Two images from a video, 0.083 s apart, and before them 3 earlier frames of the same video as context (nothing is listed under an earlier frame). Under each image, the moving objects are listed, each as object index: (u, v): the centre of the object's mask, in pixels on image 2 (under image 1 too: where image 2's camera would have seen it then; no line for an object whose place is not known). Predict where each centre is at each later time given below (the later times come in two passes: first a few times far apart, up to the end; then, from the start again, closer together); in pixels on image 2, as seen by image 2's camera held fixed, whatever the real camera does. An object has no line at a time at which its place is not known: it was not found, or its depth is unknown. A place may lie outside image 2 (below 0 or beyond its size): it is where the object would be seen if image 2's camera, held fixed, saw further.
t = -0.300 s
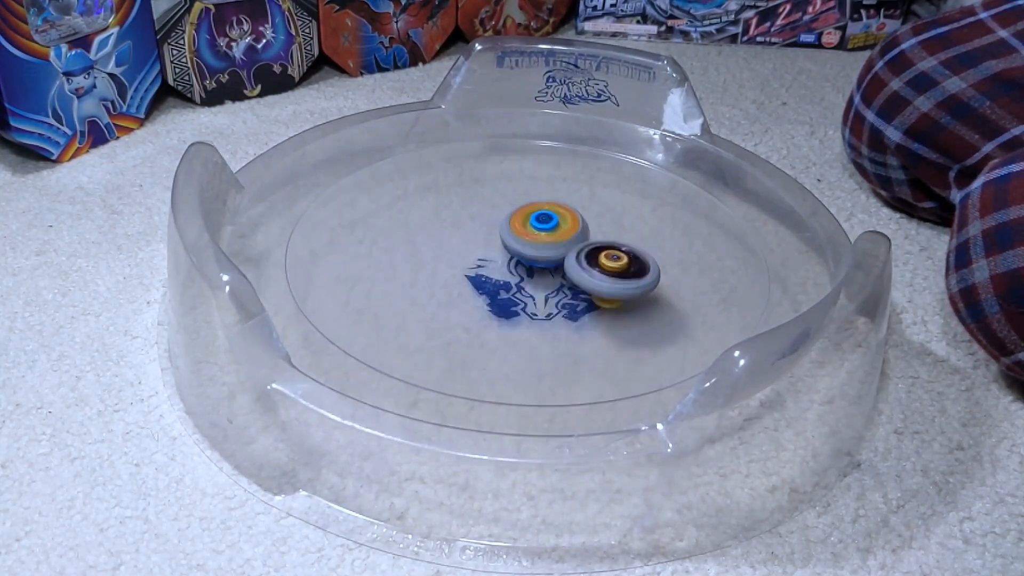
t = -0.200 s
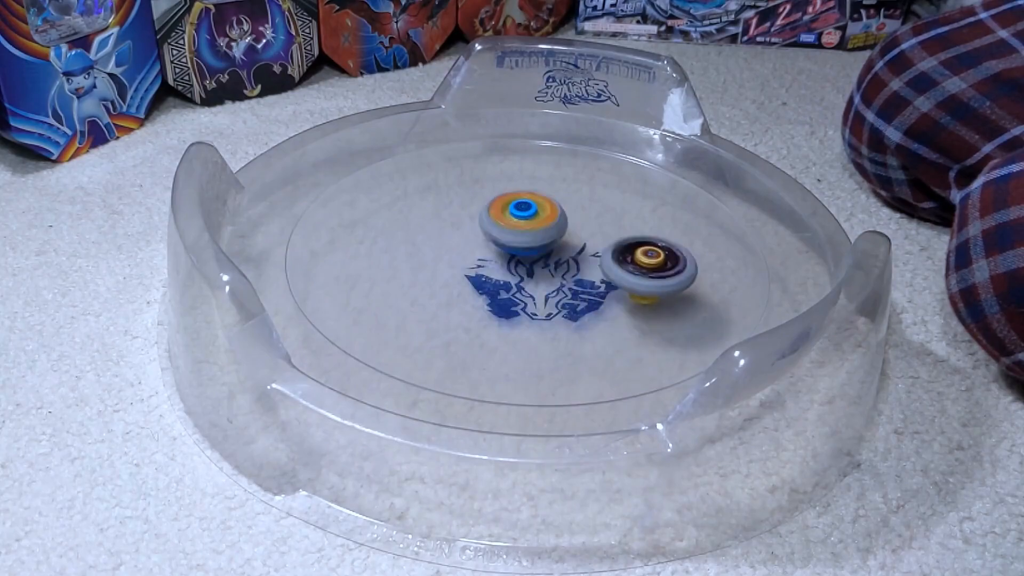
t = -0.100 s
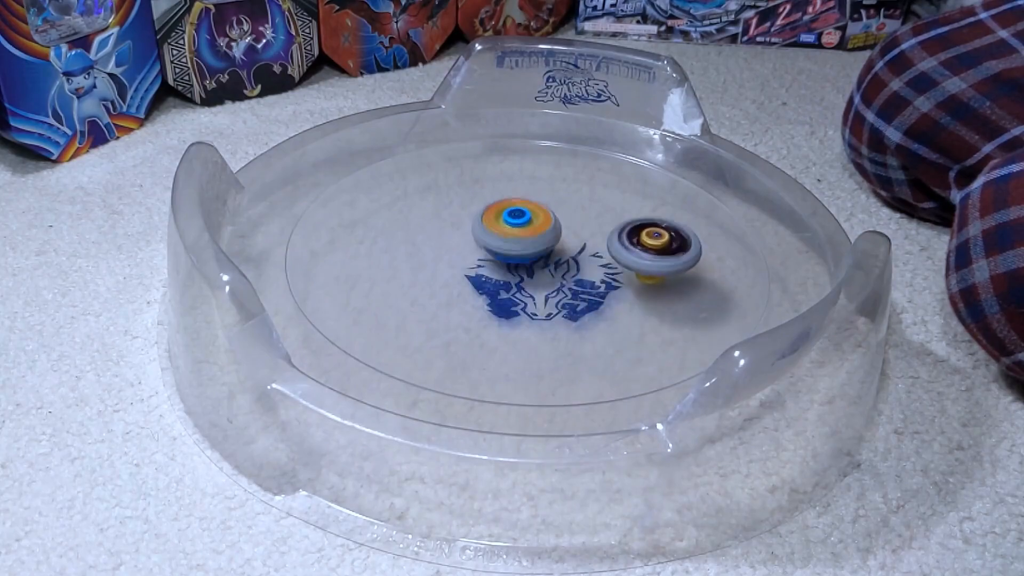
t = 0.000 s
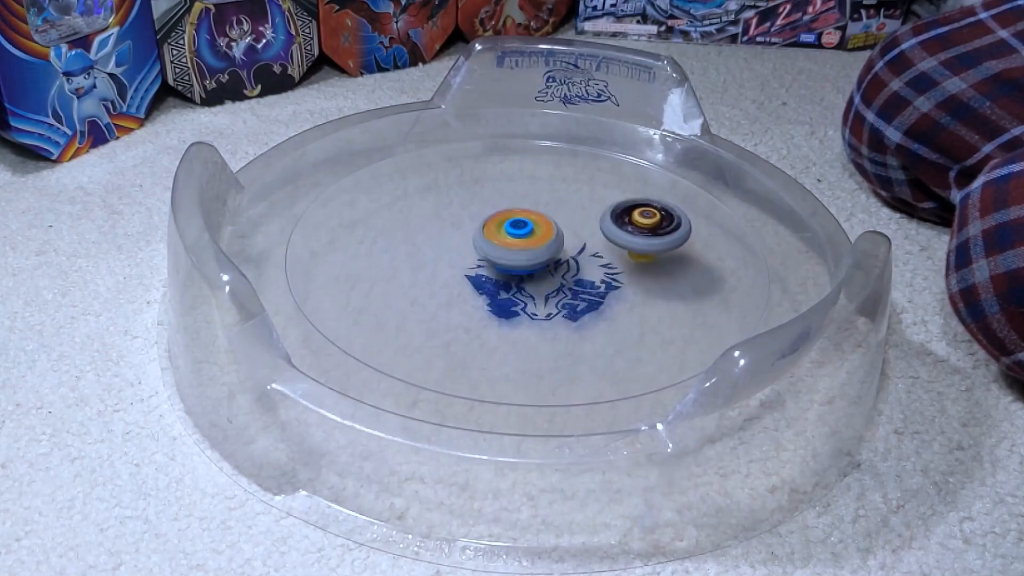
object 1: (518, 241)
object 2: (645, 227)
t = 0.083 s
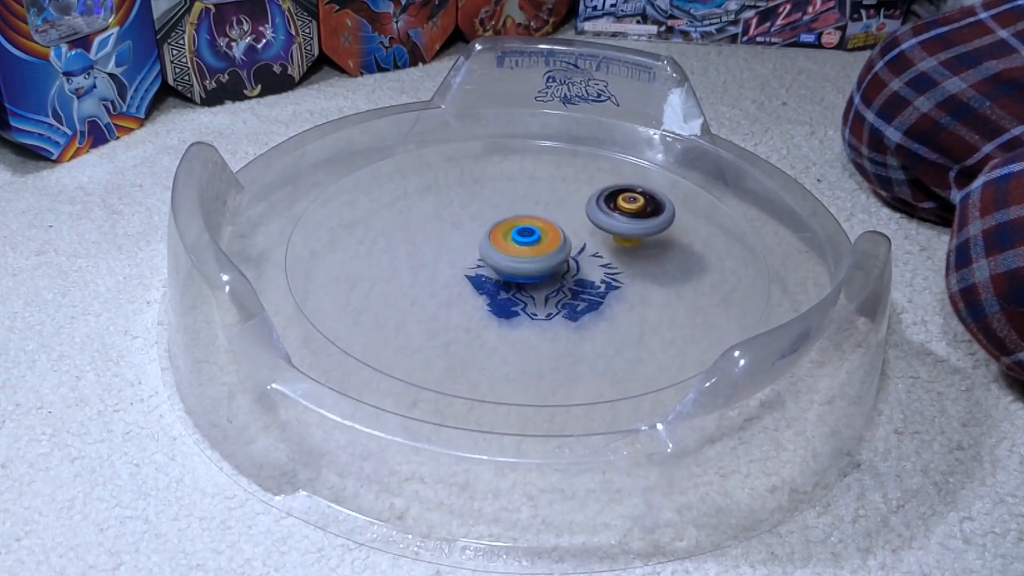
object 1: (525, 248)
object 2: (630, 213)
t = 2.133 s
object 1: (515, 262)
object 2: (601, 234)
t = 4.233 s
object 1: (549, 264)
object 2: (648, 246)
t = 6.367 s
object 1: (519, 191)
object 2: (624, 326)
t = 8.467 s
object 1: (518, 246)
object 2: (486, 297)
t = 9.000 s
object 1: (500, 136)
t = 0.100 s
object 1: (527, 250)
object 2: (626, 210)
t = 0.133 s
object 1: (530, 253)
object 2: (618, 205)
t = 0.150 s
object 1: (532, 254)
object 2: (614, 203)
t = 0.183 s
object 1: (536, 256)
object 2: (604, 198)
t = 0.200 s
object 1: (538, 257)
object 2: (599, 197)
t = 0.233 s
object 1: (541, 259)
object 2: (589, 194)
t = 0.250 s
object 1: (543, 259)
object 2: (583, 193)
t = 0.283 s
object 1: (545, 260)
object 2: (573, 191)
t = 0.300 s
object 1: (546, 260)
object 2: (567, 190)
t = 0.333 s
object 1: (549, 261)
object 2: (556, 189)
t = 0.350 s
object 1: (551, 262)
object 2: (551, 189)
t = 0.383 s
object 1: (554, 262)
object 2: (539, 189)
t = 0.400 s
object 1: (555, 263)
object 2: (534, 190)
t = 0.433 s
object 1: (557, 263)
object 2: (523, 191)
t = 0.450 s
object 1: (558, 262)
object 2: (518, 192)
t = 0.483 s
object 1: (559, 262)
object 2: (507, 194)
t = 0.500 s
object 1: (559, 262)
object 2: (502, 196)
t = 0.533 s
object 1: (560, 262)
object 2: (493, 200)
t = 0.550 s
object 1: (560, 262)
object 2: (489, 202)
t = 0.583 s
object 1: (561, 262)
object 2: (481, 207)
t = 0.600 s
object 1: (561, 263)
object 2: (477, 210)
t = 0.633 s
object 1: (561, 263)
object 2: (471, 215)
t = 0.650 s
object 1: (561, 263)
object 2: (469, 218)
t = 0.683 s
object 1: (561, 263)
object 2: (464, 224)
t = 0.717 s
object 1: (561, 263)
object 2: (461, 230)
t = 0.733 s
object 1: (560, 263)
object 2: (460, 233)
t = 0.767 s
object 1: (560, 264)
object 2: (460, 239)
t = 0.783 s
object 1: (559, 264)
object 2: (459, 242)
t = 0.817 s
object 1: (558, 264)
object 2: (461, 249)
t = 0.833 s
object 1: (558, 265)
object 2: (462, 252)
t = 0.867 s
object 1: (571, 266)
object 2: (445, 254)
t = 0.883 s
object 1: (581, 266)
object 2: (432, 254)
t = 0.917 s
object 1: (593, 265)
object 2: (412, 255)
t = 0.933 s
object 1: (598, 265)
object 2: (406, 256)
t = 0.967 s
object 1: (602, 263)
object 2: (399, 260)
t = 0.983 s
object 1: (602, 262)
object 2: (397, 263)
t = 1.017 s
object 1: (602, 260)
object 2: (397, 270)
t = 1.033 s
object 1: (601, 259)
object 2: (397, 273)
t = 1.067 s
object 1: (599, 256)
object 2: (399, 279)
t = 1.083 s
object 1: (597, 255)
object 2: (401, 283)
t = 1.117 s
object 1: (593, 254)
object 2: (406, 289)
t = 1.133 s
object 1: (591, 253)
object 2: (409, 292)
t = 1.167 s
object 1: (586, 251)
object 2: (416, 297)
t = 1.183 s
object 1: (583, 250)
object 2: (420, 300)
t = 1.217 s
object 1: (578, 250)
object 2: (429, 305)
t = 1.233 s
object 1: (575, 250)
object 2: (434, 308)
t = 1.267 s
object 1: (568, 250)
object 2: (445, 312)
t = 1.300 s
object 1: (560, 250)
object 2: (458, 315)
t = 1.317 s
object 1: (557, 251)
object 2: (464, 317)
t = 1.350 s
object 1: (550, 252)
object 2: (477, 319)
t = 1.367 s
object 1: (548, 253)
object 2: (484, 319)
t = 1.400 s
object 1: (544, 255)
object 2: (497, 319)
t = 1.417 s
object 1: (542, 256)
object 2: (504, 319)
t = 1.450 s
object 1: (538, 257)
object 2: (516, 318)
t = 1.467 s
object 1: (536, 257)
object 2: (523, 317)
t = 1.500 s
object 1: (534, 257)
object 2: (534, 315)
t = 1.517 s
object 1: (533, 258)
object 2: (540, 314)
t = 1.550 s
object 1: (530, 258)
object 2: (550, 311)
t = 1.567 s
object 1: (528, 259)
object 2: (555, 310)
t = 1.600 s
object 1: (525, 258)
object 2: (568, 313)
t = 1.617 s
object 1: (524, 257)
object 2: (574, 314)
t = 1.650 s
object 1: (523, 257)
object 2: (586, 313)
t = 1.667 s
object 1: (522, 257)
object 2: (591, 311)
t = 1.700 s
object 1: (518, 256)
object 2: (602, 307)
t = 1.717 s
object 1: (517, 256)
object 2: (606, 304)
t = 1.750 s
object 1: (516, 257)
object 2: (613, 300)
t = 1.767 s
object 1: (515, 257)
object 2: (616, 297)
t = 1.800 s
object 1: (514, 258)
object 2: (621, 292)
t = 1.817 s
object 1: (514, 259)
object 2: (623, 289)
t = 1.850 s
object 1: (514, 260)
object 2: (625, 283)
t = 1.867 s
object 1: (514, 260)
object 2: (626, 279)
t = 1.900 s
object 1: (514, 261)
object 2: (627, 273)
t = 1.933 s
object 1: (514, 262)
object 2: (627, 267)
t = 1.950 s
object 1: (513, 262)
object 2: (626, 264)
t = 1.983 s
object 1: (513, 262)
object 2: (624, 259)
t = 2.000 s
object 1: (513, 262)
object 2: (622, 256)
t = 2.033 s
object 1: (514, 262)
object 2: (617, 250)
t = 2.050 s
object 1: (514, 262)
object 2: (615, 248)
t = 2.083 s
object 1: (514, 262)
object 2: (610, 242)
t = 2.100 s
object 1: (514, 262)
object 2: (607, 240)
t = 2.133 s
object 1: (515, 262)
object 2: (601, 234)
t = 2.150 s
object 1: (515, 262)
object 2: (597, 232)
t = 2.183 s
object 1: (516, 261)
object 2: (590, 228)
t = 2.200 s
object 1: (517, 261)
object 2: (586, 225)
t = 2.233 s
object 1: (518, 261)
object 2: (577, 221)
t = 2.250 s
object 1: (518, 260)
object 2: (573, 219)
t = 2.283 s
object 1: (518, 260)
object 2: (565, 216)
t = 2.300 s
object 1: (511, 264)
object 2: (569, 206)
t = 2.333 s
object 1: (501, 271)
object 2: (576, 189)
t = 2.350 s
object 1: (497, 273)
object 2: (577, 182)
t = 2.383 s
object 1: (495, 276)
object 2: (574, 171)
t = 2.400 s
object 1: (494, 277)
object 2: (570, 167)
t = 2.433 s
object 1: (496, 278)
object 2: (559, 161)
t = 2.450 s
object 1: (497, 278)
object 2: (553, 158)
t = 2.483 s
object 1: (500, 279)
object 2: (543, 156)
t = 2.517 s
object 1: (504, 279)
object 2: (531, 154)
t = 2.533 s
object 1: (506, 279)
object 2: (525, 153)
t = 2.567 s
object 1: (510, 278)
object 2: (511, 153)
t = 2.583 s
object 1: (512, 277)
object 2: (505, 154)
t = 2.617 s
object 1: (515, 276)
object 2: (492, 155)
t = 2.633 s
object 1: (516, 276)
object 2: (486, 156)
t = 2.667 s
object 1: (520, 274)
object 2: (475, 159)
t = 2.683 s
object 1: (522, 273)
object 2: (470, 162)
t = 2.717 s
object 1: (524, 271)
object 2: (462, 167)
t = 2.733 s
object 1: (525, 270)
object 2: (460, 170)
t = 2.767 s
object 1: (528, 268)
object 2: (455, 175)
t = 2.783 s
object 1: (529, 266)
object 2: (453, 177)
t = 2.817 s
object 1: (530, 264)
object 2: (450, 182)
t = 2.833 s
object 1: (530, 262)
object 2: (449, 185)
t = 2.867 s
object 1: (531, 260)
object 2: (447, 191)
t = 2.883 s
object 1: (531, 259)
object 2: (447, 194)
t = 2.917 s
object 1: (531, 256)
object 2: (446, 201)
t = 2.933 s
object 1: (530, 255)
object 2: (447, 203)
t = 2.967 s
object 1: (527, 253)
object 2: (448, 210)
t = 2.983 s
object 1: (526, 252)
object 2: (449, 214)
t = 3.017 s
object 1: (541, 257)
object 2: (432, 209)
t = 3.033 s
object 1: (547, 259)
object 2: (424, 206)
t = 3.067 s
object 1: (560, 262)
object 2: (413, 204)
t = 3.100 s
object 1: (567, 263)
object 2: (408, 208)
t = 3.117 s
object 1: (570, 262)
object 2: (407, 211)
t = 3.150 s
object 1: (573, 262)
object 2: (406, 217)
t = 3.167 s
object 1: (574, 260)
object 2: (407, 221)
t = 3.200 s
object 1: (574, 258)
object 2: (409, 228)
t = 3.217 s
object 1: (574, 257)
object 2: (411, 231)
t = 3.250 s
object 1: (574, 254)
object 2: (416, 238)
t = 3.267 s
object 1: (573, 252)
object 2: (419, 242)
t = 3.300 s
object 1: (572, 250)
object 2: (426, 248)
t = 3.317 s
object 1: (571, 249)
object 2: (430, 251)
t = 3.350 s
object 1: (569, 247)
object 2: (439, 257)
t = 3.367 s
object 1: (567, 246)
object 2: (444, 260)
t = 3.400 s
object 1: (566, 245)
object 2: (454, 265)
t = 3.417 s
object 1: (565, 244)
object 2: (459, 268)
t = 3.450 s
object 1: (563, 243)
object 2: (470, 272)
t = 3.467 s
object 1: (561, 243)
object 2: (476, 275)
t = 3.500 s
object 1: (560, 242)
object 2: (488, 278)
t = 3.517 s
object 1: (560, 241)
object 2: (494, 279)
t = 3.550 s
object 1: (559, 239)
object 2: (507, 281)
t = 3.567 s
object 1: (559, 238)
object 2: (510, 283)
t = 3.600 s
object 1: (557, 236)
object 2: (518, 288)
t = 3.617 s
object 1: (556, 236)
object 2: (522, 290)
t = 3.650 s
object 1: (554, 236)
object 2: (531, 292)
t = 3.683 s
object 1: (551, 235)
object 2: (542, 294)
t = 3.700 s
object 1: (550, 236)
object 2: (548, 295)
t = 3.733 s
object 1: (548, 237)
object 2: (561, 295)
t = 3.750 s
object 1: (547, 238)
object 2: (567, 295)
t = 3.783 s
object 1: (545, 240)
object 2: (578, 295)
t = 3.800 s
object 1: (544, 242)
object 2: (584, 294)
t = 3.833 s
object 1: (543, 245)
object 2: (595, 292)
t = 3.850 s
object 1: (543, 247)
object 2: (600, 291)
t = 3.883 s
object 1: (542, 250)
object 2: (610, 289)
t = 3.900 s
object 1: (542, 251)
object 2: (615, 288)
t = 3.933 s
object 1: (543, 253)
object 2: (624, 285)
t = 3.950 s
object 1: (544, 255)
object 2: (628, 283)
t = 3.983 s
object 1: (544, 257)
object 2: (635, 279)
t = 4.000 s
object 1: (545, 257)
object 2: (638, 277)
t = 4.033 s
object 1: (545, 259)
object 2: (644, 273)
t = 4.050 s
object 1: (546, 259)
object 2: (646, 271)
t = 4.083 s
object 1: (547, 261)
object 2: (649, 266)
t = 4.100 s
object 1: (547, 262)
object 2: (651, 264)
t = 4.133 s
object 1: (548, 262)
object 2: (652, 259)
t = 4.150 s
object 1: (548, 263)
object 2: (652, 257)
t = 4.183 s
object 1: (549, 264)
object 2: (651, 252)
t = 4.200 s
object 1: (549, 264)
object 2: (650, 250)
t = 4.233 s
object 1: (549, 264)
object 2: (648, 246)
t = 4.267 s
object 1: (550, 265)
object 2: (644, 242)
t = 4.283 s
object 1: (550, 265)
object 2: (642, 240)
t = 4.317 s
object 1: (550, 265)
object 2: (637, 236)
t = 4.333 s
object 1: (550, 266)
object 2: (634, 235)
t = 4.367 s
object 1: (550, 266)
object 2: (627, 231)
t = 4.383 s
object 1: (550, 266)
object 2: (623, 230)
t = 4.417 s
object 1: (550, 266)
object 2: (616, 228)
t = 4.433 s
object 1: (547, 267)
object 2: (615, 225)
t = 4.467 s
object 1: (536, 272)
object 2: (624, 212)
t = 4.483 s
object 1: (532, 274)
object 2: (626, 208)
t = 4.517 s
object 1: (528, 277)
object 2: (624, 201)
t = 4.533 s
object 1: (526, 278)
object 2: (621, 198)
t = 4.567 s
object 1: (525, 280)
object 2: (613, 194)
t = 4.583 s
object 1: (524, 281)
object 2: (609, 193)
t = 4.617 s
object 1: (524, 281)
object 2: (600, 190)
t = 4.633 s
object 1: (525, 282)
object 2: (596, 189)
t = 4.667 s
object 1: (526, 282)
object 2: (586, 187)
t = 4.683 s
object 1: (527, 283)
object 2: (581, 186)
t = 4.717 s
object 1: (529, 282)
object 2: (572, 186)
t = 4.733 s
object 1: (530, 282)
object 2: (567, 185)
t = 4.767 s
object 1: (531, 282)
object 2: (557, 186)
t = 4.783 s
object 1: (532, 282)
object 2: (552, 186)
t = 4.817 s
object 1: (532, 282)
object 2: (542, 188)
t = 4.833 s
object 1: (533, 281)
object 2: (538, 188)
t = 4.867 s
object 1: (533, 281)
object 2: (528, 191)
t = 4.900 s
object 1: (533, 279)
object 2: (519, 194)
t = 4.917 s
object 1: (533, 278)
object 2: (515, 196)
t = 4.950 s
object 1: (533, 276)
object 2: (507, 200)
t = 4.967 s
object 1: (532, 276)
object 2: (504, 202)
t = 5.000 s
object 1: (531, 273)
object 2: (497, 207)
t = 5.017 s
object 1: (531, 273)
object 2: (494, 210)
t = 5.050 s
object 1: (530, 270)
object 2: (489, 215)
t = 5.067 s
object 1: (529, 270)
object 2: (486, 217)
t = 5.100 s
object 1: (530, 270)
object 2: (480, 220)
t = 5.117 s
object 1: (530, 271)
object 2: (476, 220)
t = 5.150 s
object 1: (531, 272)
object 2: (469, 222)
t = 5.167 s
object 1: (532, 271)
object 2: (467, 224)
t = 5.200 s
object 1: (532, 270)
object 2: (462, 228)
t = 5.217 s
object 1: (532, 270)
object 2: (460, 230)
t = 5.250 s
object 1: (534, 270)
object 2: (452, 230)
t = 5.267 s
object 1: (536, 270)
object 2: (448, 231)
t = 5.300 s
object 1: (539, 270)
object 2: (442, 233)
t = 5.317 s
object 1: (539, 270)
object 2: (440, 236)
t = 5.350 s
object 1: (540, 269)
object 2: (437, 240)
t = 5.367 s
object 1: (540, 267)
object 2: (436, 243)
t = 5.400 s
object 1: (540, 265)
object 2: (435, 248)
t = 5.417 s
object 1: (539, 263)
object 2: (436, 251)
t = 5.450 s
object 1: (538, 261)
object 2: (437, 255)
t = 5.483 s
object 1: (537, 258)
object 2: (440, 260)
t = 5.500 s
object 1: (536, 257)
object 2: (441, 263)
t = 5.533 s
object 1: (535, 255)
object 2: (446, 267)
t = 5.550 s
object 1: (535, 254)
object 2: (447, 269)
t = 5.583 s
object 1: (545, 249)
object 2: (434, 275)
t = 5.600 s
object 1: (548, 247)
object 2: (433, 278)
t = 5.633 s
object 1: (552, 243)
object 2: (434, 283)
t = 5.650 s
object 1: (554, 242)
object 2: (436, 286)
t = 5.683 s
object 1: (554, 239)
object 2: (441, 290)
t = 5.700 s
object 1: (554, 238)
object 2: (445, 292)
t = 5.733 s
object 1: (553, 236)
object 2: (452, 295)
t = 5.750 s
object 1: (552, 236)
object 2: (455, 297)
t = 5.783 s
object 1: (549, 234)
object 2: (462, 300)
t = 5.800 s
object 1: (548, 234)
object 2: (467, 301)
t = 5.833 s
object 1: (546, 233)
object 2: (476, 302)
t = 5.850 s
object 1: (545, 233)
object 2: (480, 303)
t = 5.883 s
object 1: (544, 232)
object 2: (489, 304)
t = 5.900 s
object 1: (542, 232)
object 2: (494, 305)
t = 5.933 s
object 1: (541, 232)
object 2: (504, 305)
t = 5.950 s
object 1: (540, 232)
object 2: (509, 304)
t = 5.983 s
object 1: (539, 233)
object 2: (518, 303)
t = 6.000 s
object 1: (538, 233)
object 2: (523, 303)
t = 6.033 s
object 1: (537, 233)
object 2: (532, 301)
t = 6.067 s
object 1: (537, 233)
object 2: (539, 298)
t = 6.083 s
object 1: (536, 233)
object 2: (542, 297)
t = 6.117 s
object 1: (536, 233)
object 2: (549, 294)
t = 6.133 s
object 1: (535, 233)
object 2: (553, 292)
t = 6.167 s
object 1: (535, 234)
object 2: (558, 289)
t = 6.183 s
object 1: (535, 233)
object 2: (560, 287)
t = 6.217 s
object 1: (534, 222)
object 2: (572, 303)
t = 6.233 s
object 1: (533, 213)
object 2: (578, 311)
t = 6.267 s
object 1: (530, 201)
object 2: (590, 321)
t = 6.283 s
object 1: (528, 197)
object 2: (596, 325)
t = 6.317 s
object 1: (525, 193)
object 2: (606, 328)
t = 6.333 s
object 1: (523, 192)
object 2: (613, 328)
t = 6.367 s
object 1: (519, 191)
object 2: (624, 326)
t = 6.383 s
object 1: (517, 192)
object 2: (630, 324)
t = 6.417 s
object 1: (512, 193)
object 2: (642, 318)
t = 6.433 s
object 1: (510, 194)
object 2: (647, 316)
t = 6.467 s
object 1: (506, 195)
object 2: (657, 310)
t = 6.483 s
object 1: (505, 197)
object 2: (660, 307)
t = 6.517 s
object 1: (501, 200)
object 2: (666, 302)
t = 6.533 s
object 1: (501, 201)
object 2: (668, 299)
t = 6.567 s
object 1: (499, 205)
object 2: (671, 293)
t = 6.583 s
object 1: (498, 207)
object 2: (671, 290)
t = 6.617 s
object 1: (499, 213)
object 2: (671, 285)
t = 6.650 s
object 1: (500, 218)
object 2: (671, 280)
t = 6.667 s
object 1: (501, 221)
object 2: (670, 277)
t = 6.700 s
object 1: (503, 226)
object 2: (667, 272)
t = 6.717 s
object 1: (505, 229)
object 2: (665, 269)
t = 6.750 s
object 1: (509, 234)
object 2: (661, 264)
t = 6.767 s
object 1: (511, 236)
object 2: (659, 262)
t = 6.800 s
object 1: (516, 241)
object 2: (653, 257)
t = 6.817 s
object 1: (518, 243)
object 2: (650, 255)
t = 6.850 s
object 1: (524, 246)
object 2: (642, 251)
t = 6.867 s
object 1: (526, 248)
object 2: (638, 249)
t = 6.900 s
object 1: (532, 251)
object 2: (630, 245)
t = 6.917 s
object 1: (531, 252)
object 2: (630, 243)
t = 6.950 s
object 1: (510, 254)
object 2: (659, 235)
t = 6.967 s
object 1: (501, 255)
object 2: (669, 231)
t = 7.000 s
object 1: (489, 256)
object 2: (682, 223)
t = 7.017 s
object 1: (486, 257)
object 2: (684, 220)
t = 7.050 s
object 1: (483, 259)
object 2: (682, 212)
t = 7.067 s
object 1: (484, 261)
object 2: (680, 209)
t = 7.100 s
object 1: (485, 263)
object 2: (673, 204)
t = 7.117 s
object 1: (487, 265)
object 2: (669, 201)
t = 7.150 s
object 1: (490, 268)
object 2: (661, 197)
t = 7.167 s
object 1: (491, 269)
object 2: (657, 195)
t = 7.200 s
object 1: (495, 272)
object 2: (648, 191)
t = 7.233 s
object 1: (497, 273)
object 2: (639, 189)
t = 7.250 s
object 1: (498, 274)
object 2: (634, 188)
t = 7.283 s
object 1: (501, 276)
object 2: (624, 186)
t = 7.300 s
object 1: (502, 277)
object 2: (619, 185)
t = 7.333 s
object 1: (505, 278)
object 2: (608, 184)
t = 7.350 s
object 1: (506, 279)
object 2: (603, 183)
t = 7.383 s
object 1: (509, 279)
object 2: (592, 184)
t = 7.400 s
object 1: (510, 280)
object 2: (587, 184)
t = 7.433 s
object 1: (513, 281)
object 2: (576, 185)
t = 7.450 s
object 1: (515, 281)
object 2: (571, 185)
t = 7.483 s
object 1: (518, 282)
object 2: (561, 187)
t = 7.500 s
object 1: (519, 282)
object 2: (556, 188)
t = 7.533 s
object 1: (523, 282)
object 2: (545, 190)
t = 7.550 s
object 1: (525, 282)
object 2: (540, 191)
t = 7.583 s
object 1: (528, 282)
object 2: (531, 194)
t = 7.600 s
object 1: (529, 281)
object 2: (526, 196)
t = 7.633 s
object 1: (532, 280)
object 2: (517, 200)
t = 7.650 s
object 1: (533, 280)
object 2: (513, 202)
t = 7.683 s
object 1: (535, 279)
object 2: (505, 206)
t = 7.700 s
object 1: (536, 277)
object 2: (501, 208)
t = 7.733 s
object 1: (537, 276)
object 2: (494, 213)
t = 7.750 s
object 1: (537, 275)
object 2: (491, 216)
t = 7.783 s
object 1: (537, 273)
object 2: (484, 221)
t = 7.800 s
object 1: (537, 272)
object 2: (482, 223)
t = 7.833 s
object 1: (538, 270)
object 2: (476, 228)
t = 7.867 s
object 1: (541, 270)
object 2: (465, 229)
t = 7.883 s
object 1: (541, 270)
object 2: (459, 228)
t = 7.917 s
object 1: (543, 270)
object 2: (452, 231)
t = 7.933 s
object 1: (543, 269)
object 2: (449, 233)
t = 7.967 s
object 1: (542, 267)
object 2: (445, 238)
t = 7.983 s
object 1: (542, 267)
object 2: (442, 240)
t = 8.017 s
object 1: (541, 265)
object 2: (439, 245)
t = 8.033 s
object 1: (540, 265)
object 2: (438, 247)
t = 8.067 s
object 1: (538, 262)
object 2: (436, 252)
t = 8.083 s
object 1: (537, 261)
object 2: (435, 254)
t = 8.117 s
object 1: (536, 259)
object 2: (434, 259)
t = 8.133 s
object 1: (534, 258)
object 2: (433, 261)
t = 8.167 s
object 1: (533, 256)
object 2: (434, 266)
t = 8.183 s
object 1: (532, 255)
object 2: (435, 268)
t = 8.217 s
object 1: (529, 253)
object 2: (437, 273)
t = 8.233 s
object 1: (528, 252)
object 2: (439, 275)
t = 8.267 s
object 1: (527, 251)
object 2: (443, 280)
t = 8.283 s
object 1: (526, 251)
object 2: (446, 282)
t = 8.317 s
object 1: (524, 250)
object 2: (452, 286)
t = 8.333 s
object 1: (523, 249)
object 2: (455, 288)
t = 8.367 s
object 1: (522, 248)
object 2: (462, 291)
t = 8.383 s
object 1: (521, 248)
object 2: (465, 292)
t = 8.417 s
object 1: (520, 247)
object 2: (473, 295)
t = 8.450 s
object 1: (519, 246)
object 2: (482, 297)
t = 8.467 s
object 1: (518, 246)
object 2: (486, 297)
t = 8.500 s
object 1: (517, 245)
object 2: (495, 298)
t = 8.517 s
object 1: (517, 245)
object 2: (499, 299)
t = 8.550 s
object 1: (515, 244)
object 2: (508, 299)
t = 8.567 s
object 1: (515, 244)
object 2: (513, 299)
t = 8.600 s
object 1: (514, 243)
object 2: (521, 298)
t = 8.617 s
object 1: (514, 242)
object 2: (525, 297)
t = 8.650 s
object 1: (513, 242)
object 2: (533, 296)
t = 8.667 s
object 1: (513, 242)
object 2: (537, 295)
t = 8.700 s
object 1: (515, 224)
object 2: (549, 321)
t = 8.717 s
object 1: (514, 207)
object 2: (560, 338)
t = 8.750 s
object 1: (513, 177)
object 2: (579, 366)
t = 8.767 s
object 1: (514, 162)
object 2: (589, 372)
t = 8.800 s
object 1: (514, 140)
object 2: (609, 395)
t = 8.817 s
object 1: (514, 132)
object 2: (618, 403)
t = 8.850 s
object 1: (512, 120)
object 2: (637, 442)
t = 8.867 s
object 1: (512, 117)
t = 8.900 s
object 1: (509, 119)
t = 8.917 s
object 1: (508, 123)
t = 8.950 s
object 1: (506, 128)
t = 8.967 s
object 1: (504, 130)
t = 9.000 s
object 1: (500, 136)
